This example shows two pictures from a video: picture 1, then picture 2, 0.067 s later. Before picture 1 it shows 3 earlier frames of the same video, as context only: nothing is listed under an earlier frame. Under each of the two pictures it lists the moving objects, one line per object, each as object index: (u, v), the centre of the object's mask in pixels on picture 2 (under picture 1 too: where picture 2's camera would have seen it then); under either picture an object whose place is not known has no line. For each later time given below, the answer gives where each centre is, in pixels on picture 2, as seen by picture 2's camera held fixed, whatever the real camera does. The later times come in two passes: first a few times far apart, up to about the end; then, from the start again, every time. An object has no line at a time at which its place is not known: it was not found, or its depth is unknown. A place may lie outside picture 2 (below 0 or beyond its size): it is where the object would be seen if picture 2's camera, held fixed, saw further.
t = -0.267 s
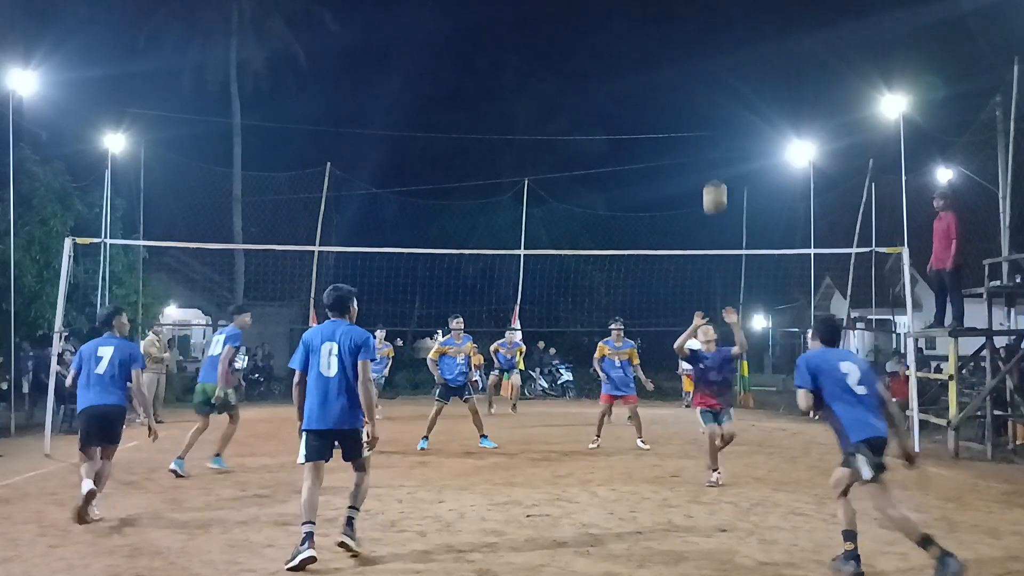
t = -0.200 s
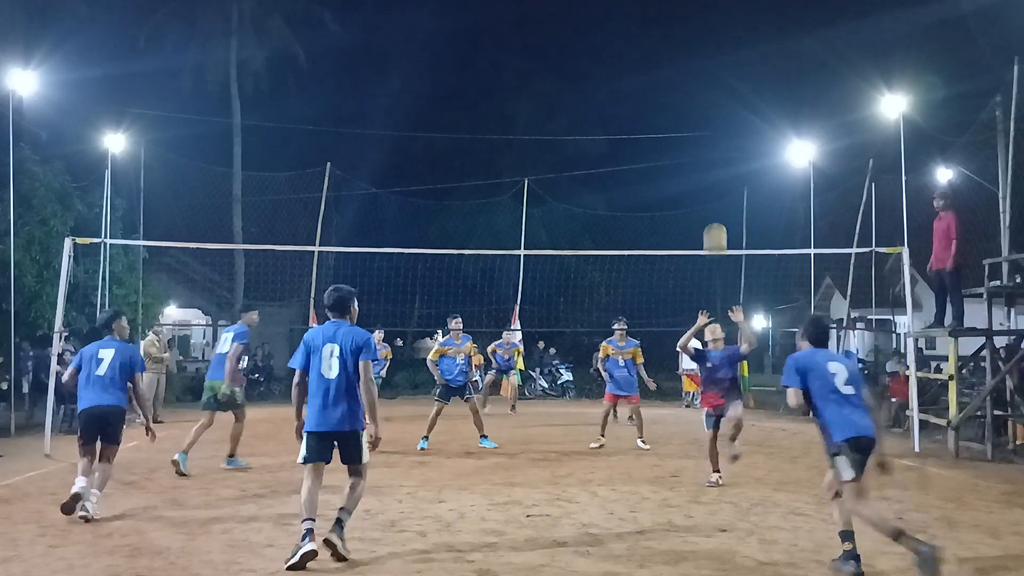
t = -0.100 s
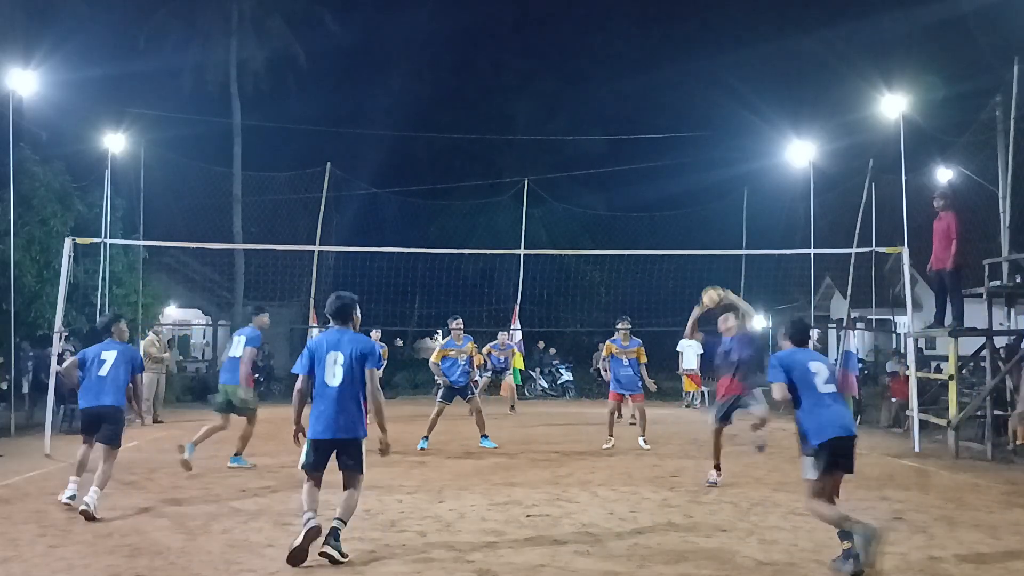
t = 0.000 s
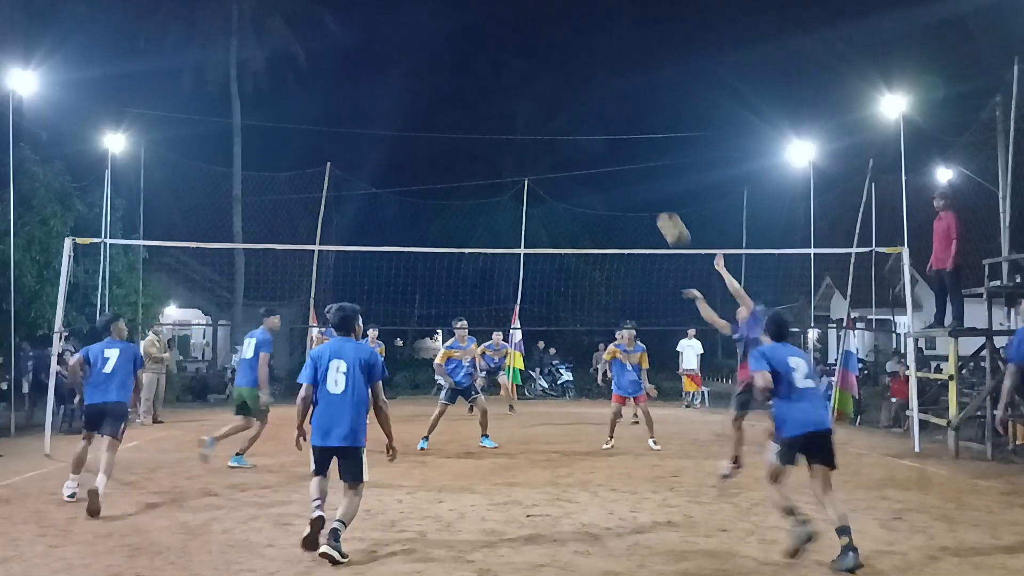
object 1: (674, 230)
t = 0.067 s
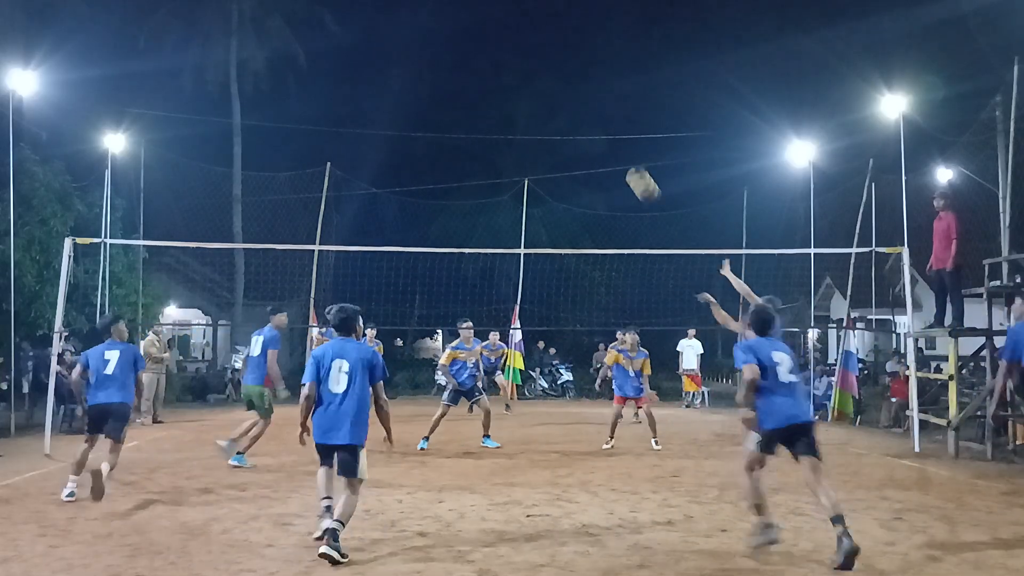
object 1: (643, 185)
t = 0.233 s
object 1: (572, 101)
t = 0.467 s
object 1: (478, 35)
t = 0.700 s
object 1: (390, 26)
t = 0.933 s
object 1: (309, 68)
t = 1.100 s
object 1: (253, 128)
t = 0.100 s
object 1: (628, 165)
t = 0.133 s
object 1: (615, 149)
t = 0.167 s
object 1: (600, 130)
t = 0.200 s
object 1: (585, 114)
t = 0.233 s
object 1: (572, 101)
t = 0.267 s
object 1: (558, 88)
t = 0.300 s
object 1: (544, 76)
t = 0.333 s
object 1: (531, 66)
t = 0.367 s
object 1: (517, 57)
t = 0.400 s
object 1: (503, 48)
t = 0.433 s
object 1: (491, 41)
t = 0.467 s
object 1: (478, 35)
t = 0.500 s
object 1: (464, 30)
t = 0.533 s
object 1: (452, 27)
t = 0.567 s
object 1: (440, 25)
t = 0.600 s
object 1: (426, 23)
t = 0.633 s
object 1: (415, 23)
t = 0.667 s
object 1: (403, 24)
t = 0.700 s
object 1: (390, 26)
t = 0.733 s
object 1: (379, 28)
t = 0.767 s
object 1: (366, 33)
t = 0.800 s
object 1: (354, 38)
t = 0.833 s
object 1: (343, 43)
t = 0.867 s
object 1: (330, 51)
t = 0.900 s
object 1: (319, 59)
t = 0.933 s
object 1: (309, 68)
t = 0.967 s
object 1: (296, 79)
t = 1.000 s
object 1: (286, 89)
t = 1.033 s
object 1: (275, 101)
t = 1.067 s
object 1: (263, 115)
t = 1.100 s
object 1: (253, 128)
